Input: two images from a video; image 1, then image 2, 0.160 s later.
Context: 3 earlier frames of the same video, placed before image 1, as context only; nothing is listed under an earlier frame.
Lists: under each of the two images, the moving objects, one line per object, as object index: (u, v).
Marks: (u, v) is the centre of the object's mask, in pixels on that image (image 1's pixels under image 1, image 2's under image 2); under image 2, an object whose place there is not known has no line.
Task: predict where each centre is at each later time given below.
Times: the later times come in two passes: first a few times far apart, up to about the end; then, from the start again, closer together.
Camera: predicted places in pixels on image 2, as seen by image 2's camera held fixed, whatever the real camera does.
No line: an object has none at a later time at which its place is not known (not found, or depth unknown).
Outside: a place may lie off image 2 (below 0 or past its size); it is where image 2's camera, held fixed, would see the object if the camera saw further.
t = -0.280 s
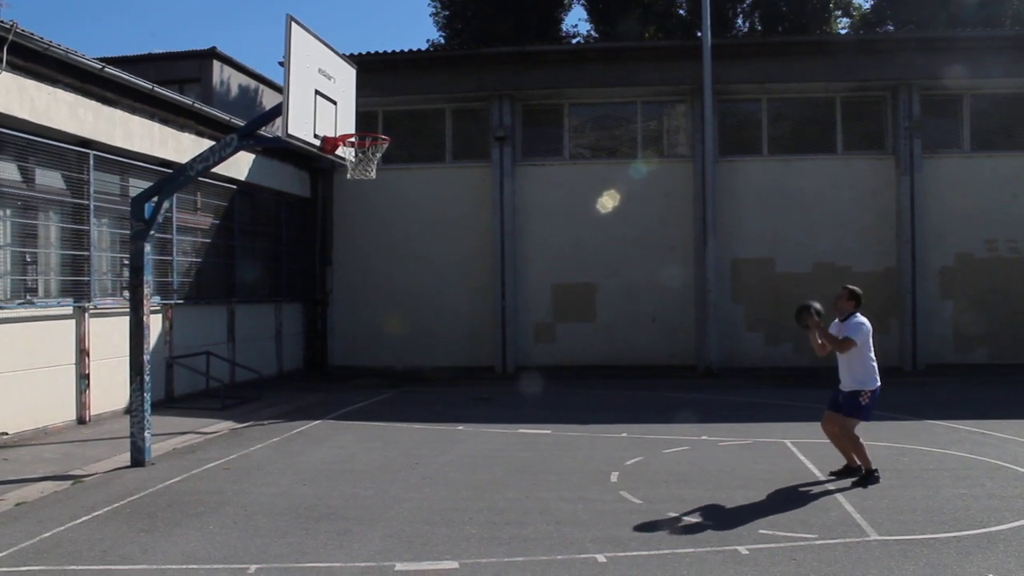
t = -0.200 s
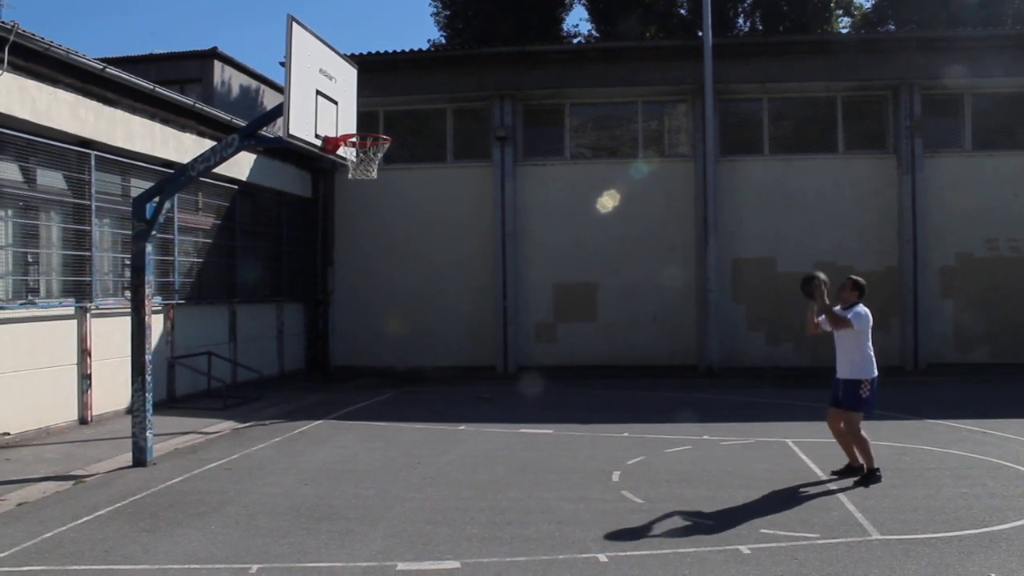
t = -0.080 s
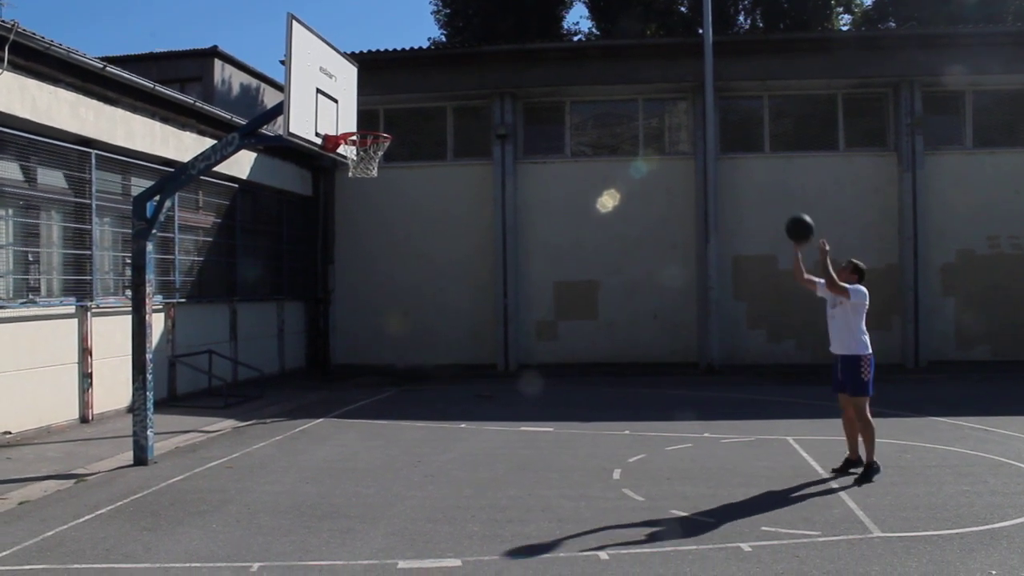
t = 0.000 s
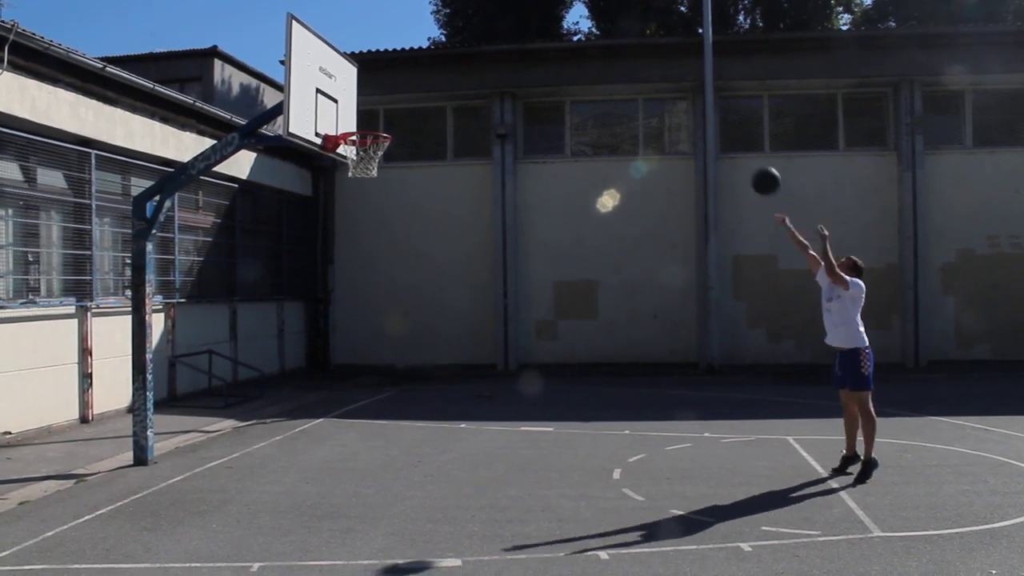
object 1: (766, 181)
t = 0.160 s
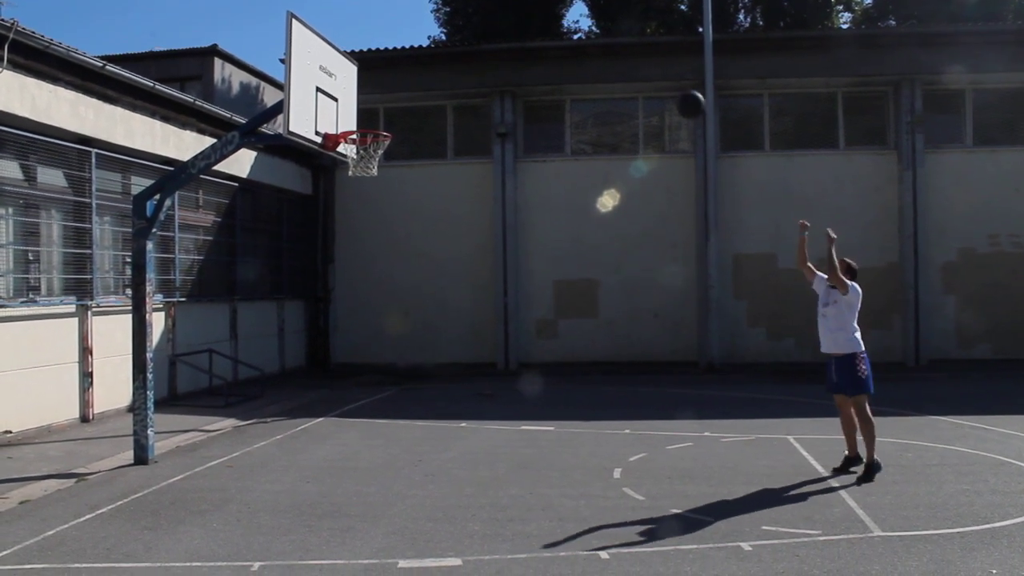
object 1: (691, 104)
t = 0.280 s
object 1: (637, 67)
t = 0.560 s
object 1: (513, 43)
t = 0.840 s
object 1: (393, 110)
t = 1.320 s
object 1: (377, 132)
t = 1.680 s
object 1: (346, 190)
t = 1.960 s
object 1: (336, 303)
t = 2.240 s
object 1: (322, 433)
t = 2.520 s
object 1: (317, 316)
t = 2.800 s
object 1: (312, 283)
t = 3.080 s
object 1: (309, 323)
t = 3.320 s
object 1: (307, 420)
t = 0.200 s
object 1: (673, 90)
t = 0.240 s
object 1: (654, 78)
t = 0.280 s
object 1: (637, 67)
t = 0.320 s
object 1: (620, 59)
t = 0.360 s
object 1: (599, 52)
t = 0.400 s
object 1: (582, 45)
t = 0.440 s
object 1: (565, 43)
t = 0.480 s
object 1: (548, 40)
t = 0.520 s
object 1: (530, 41)
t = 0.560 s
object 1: (513, 43)
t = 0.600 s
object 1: (496, 45)
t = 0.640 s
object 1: (477, 51)
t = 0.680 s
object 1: (460, 59)
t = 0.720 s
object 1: (443, 68)
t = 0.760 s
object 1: (428, 79)
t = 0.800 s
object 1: (411, 92)
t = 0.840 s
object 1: (393, 110)
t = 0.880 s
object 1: (377, 121)
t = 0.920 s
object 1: (371, 118)
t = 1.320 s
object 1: (377, 132)
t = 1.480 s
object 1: (354, 161)
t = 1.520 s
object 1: (352, 163)
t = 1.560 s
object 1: (350, 171)
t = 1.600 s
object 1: (349, 174)
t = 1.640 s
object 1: (347, 180)
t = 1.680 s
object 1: (346, 190)
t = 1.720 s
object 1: (343, 201)
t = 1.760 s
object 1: (342, 214)
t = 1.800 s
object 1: (340, 229)
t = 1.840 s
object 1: (339, 245)
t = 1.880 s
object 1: (338, 263)
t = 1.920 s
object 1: (336, 283)
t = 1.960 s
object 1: (336, 303)
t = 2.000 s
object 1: (334, 327)
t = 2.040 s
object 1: (329, 352)
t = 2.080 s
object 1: (332, 374)
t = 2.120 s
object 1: (327, 405)
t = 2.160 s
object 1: (324, 436)
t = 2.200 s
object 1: (324, 456)
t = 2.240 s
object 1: (322, 433)
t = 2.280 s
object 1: (322, 410)
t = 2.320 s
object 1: (322, 389)
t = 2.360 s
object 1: (324, 369)
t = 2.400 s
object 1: (320, 354)
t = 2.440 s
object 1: (320, 340)
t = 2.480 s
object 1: (319, 328)
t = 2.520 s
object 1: (317, 316)
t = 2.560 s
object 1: (317, 306)
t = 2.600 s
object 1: (316, 298)
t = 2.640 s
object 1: (314, 291)
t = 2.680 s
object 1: (314, 287)
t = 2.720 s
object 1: (313, 283)
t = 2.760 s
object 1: (313, 282)
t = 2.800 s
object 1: (312, 283)
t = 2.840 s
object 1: (311, 284)
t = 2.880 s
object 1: (311, 286)
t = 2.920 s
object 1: (311, 290)
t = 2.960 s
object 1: (311, 294)
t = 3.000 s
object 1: (310, 303)
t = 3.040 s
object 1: (309, 313)
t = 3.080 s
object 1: (309, 323)
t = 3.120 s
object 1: (308, 336)
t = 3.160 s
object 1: (308, 350)
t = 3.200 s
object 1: (308, 366)
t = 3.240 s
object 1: (309, 381)
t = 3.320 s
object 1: (307, 420)
